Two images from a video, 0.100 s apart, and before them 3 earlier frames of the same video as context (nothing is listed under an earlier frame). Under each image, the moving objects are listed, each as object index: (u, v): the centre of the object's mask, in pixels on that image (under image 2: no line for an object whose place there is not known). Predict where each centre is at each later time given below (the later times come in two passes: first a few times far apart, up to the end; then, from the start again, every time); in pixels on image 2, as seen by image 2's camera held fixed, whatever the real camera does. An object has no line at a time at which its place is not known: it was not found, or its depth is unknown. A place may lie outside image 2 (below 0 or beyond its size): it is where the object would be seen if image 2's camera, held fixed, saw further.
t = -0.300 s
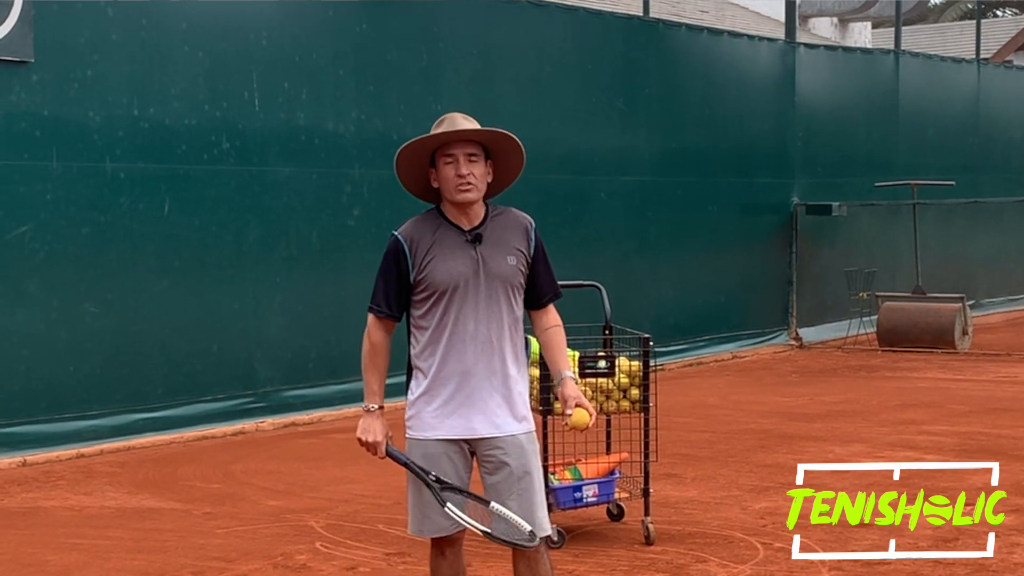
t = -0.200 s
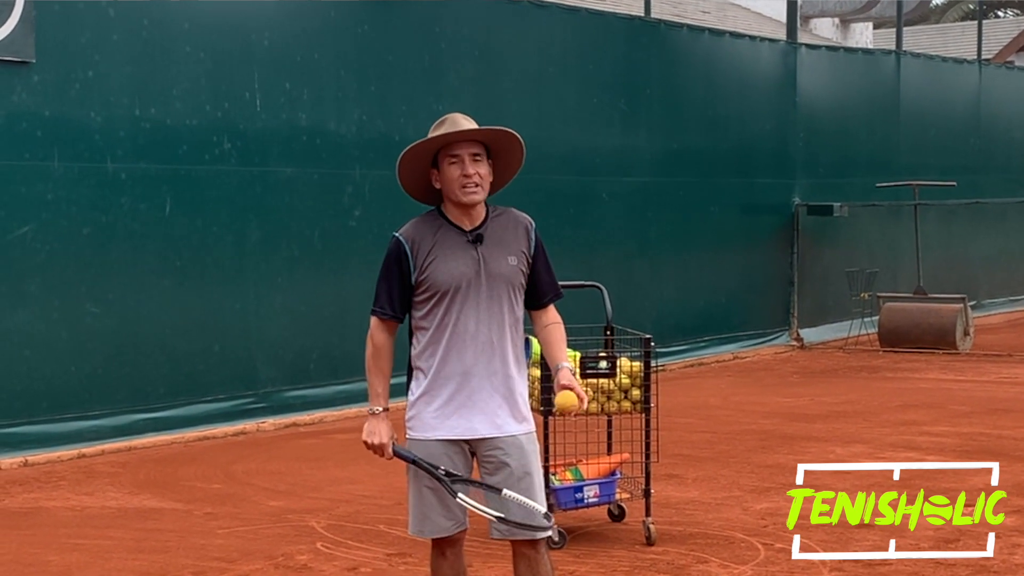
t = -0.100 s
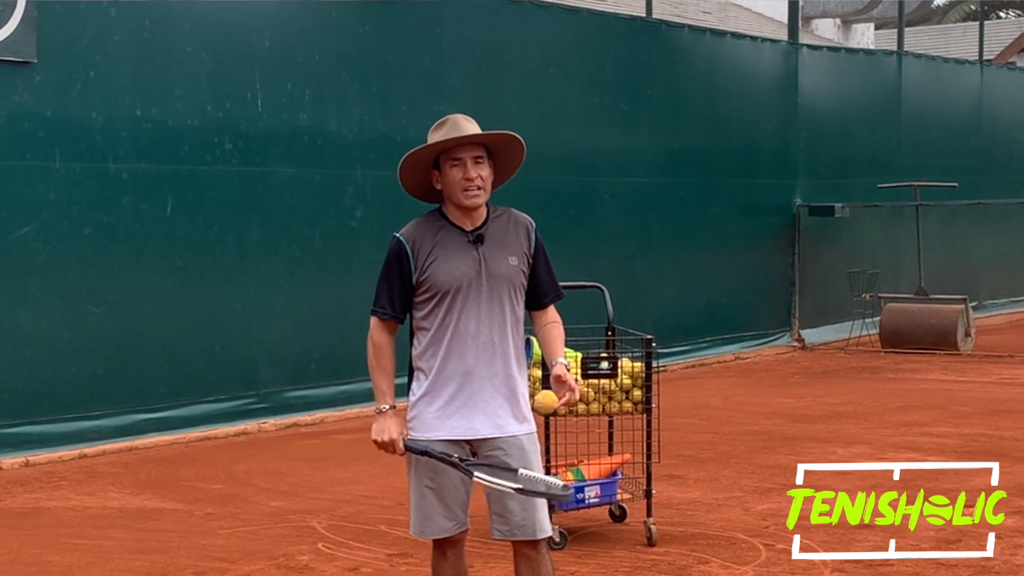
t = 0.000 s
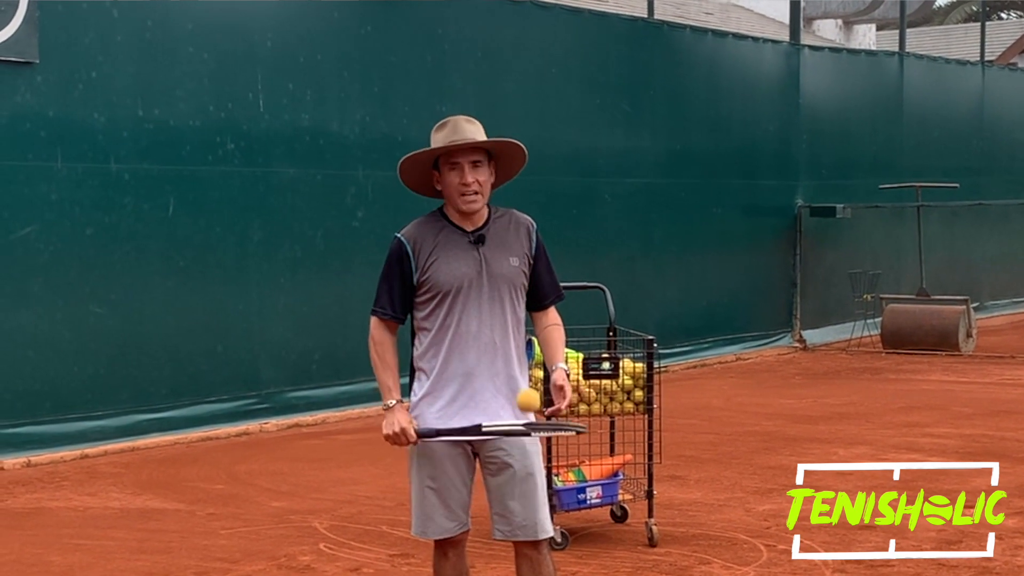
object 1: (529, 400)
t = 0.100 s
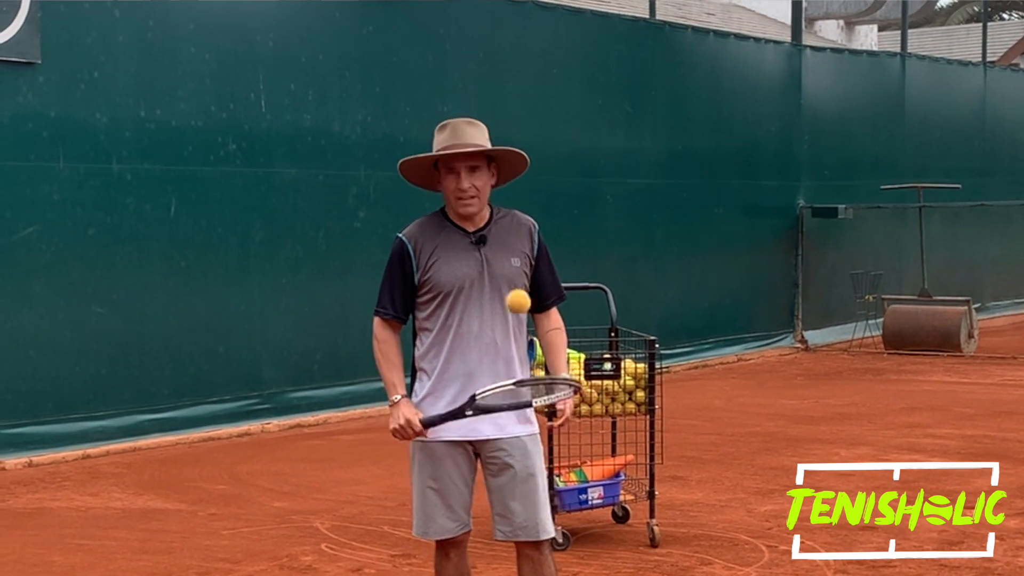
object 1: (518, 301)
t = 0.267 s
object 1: (499, 211)
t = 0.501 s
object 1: (474, 250)
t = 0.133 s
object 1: (514, 275)
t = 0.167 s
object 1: (511, 253)
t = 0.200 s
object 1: (507, 235)
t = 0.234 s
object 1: (503, 221)
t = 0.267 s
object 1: (499, 211)
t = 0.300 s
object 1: (496, 204)
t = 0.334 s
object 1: (492, 202)
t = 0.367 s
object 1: (488, 203)
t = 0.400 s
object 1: (485, 209)
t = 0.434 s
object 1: (481, 219)
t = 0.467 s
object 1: (478, 233)
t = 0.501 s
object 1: (474, 250)
